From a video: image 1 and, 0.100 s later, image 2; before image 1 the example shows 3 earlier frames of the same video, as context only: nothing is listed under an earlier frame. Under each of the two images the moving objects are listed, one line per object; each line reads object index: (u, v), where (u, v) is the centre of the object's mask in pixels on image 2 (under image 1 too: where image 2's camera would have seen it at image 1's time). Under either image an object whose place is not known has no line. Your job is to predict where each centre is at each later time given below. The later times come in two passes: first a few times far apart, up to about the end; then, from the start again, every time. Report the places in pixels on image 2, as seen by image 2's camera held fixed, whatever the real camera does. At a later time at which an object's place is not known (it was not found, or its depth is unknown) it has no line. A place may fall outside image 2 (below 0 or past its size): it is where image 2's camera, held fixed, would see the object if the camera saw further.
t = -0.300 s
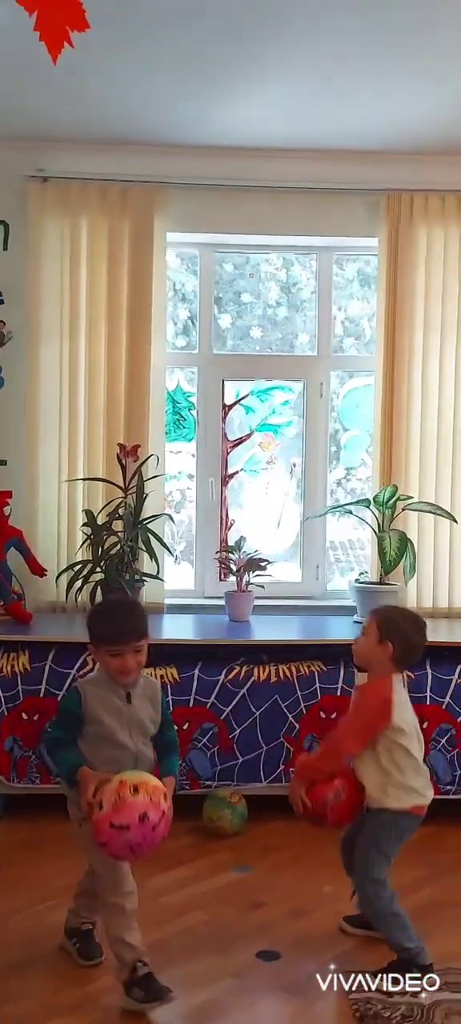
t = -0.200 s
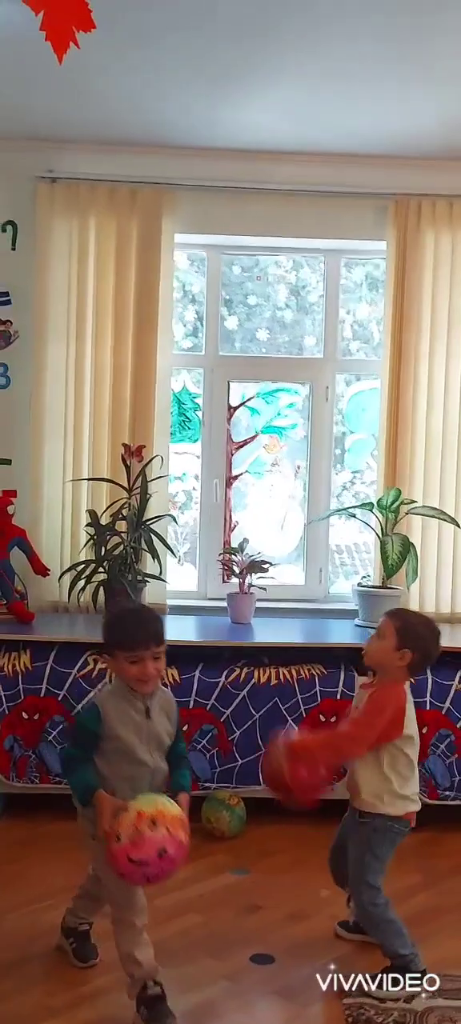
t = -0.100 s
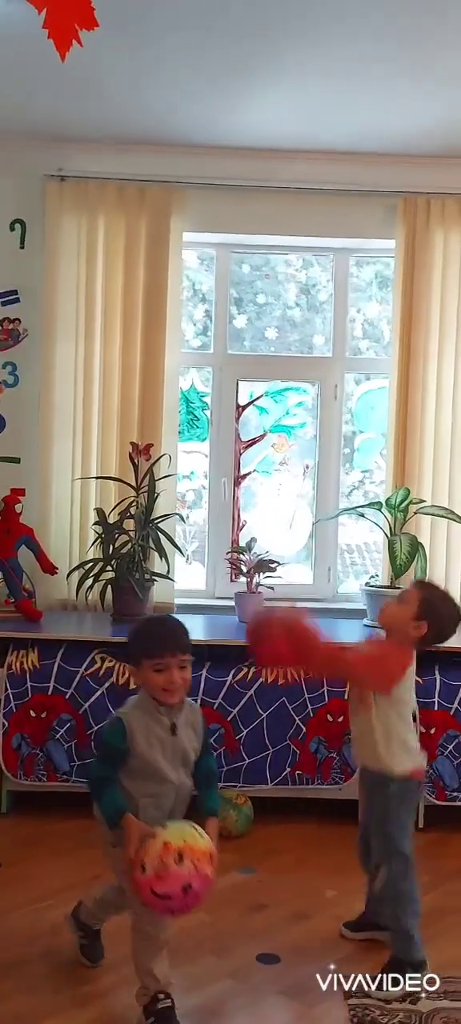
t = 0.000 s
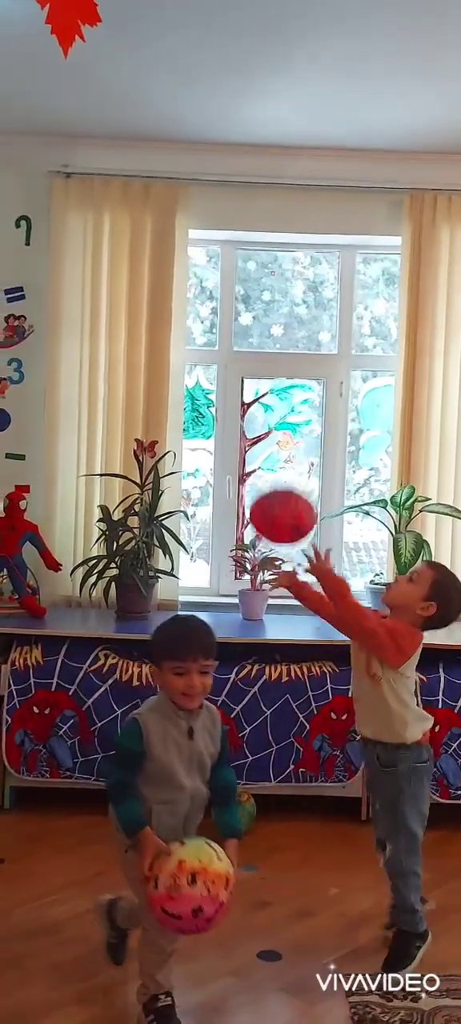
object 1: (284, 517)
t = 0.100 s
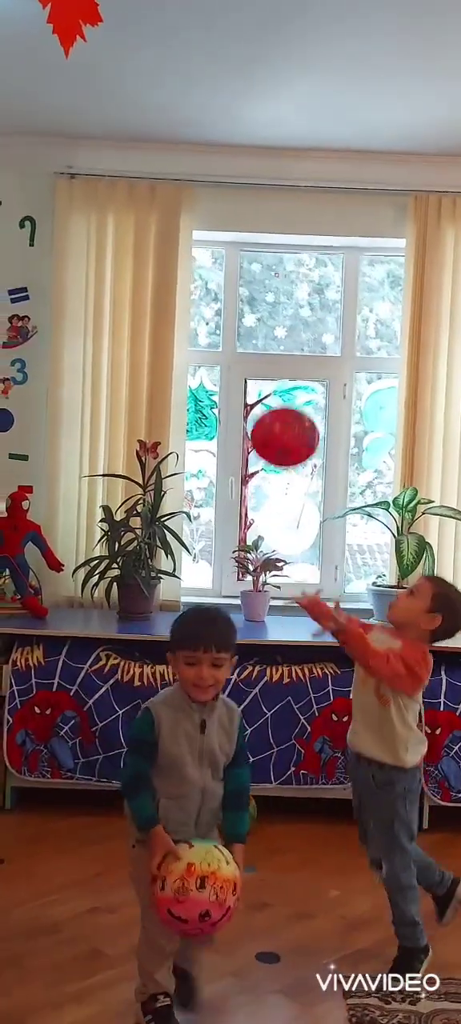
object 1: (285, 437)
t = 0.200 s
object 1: (283, 391)
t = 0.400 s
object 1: (276, 393)
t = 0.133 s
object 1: (284, 418)
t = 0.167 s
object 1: (284, 403)
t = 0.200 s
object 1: (283, 391)
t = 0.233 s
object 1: (282, 383)
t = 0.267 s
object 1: (281, 379)
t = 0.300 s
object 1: (280, 378)
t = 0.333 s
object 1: (279, 380)
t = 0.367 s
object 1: (277, 385)
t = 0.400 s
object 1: (276, 393)
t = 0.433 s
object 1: (274, 404)
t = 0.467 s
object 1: (272, 419)
